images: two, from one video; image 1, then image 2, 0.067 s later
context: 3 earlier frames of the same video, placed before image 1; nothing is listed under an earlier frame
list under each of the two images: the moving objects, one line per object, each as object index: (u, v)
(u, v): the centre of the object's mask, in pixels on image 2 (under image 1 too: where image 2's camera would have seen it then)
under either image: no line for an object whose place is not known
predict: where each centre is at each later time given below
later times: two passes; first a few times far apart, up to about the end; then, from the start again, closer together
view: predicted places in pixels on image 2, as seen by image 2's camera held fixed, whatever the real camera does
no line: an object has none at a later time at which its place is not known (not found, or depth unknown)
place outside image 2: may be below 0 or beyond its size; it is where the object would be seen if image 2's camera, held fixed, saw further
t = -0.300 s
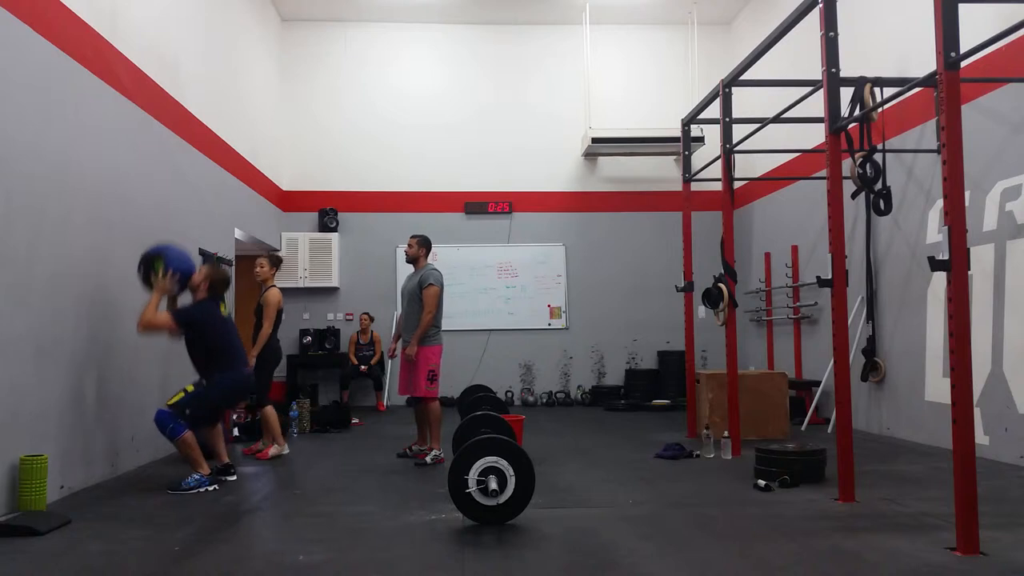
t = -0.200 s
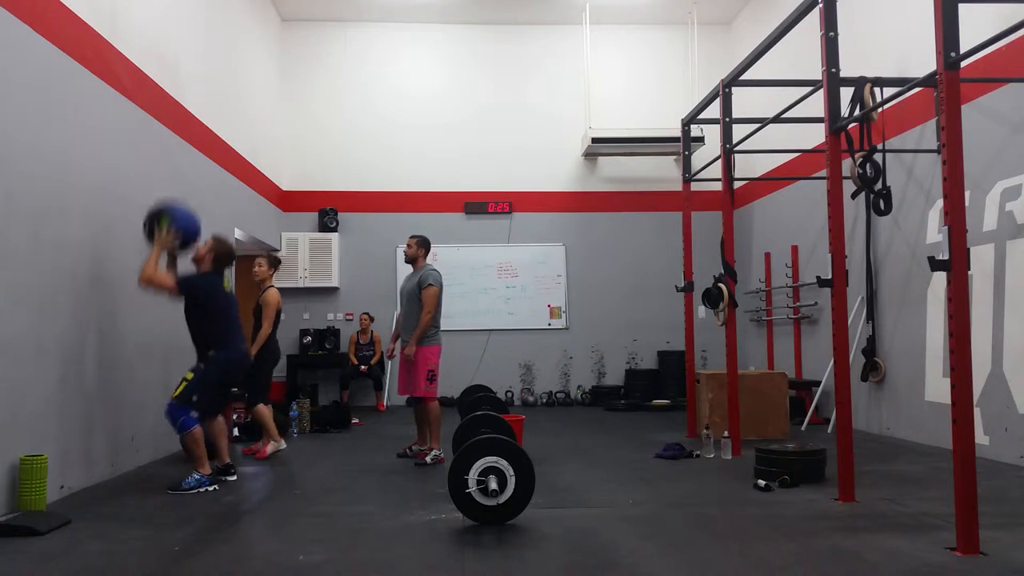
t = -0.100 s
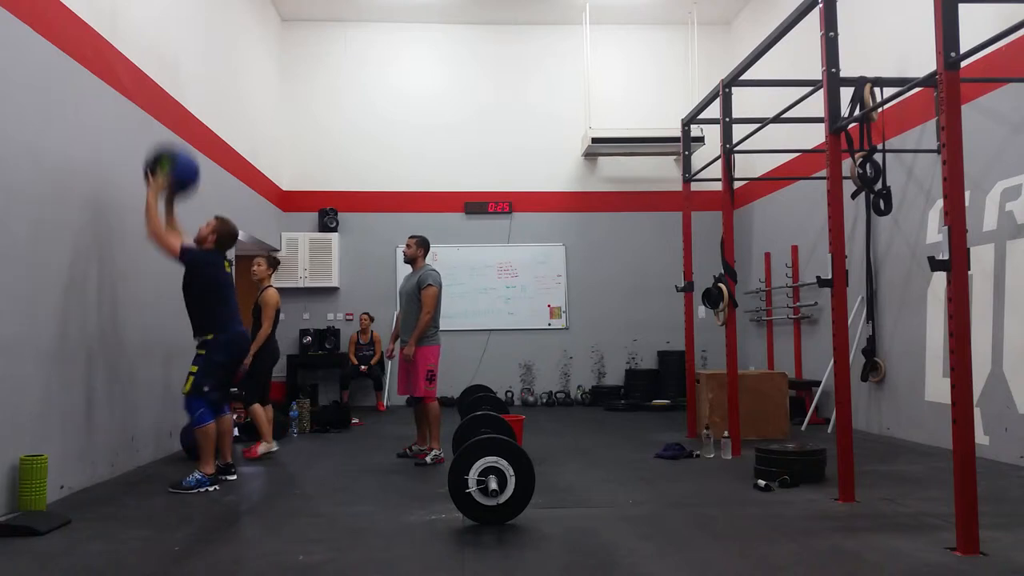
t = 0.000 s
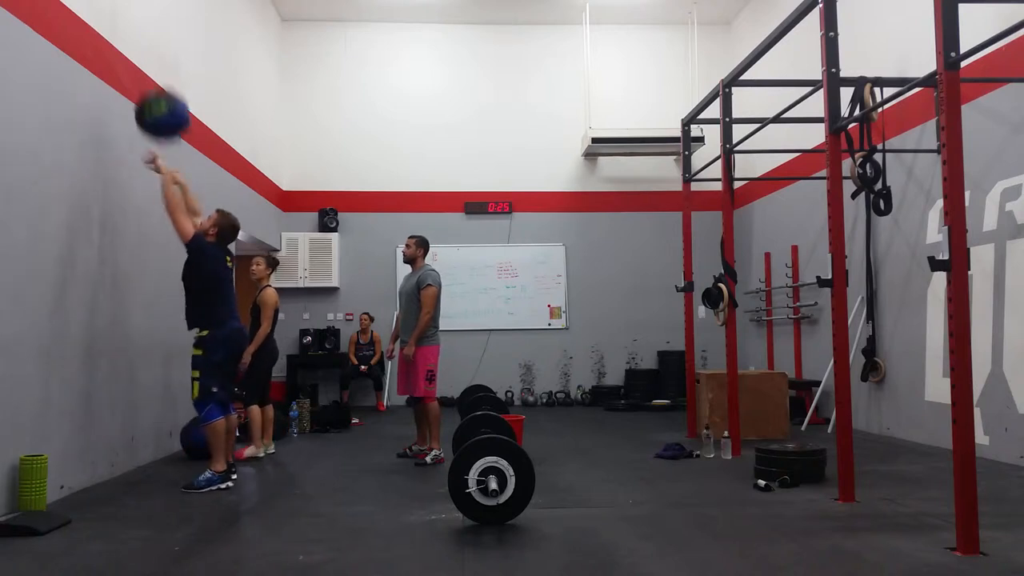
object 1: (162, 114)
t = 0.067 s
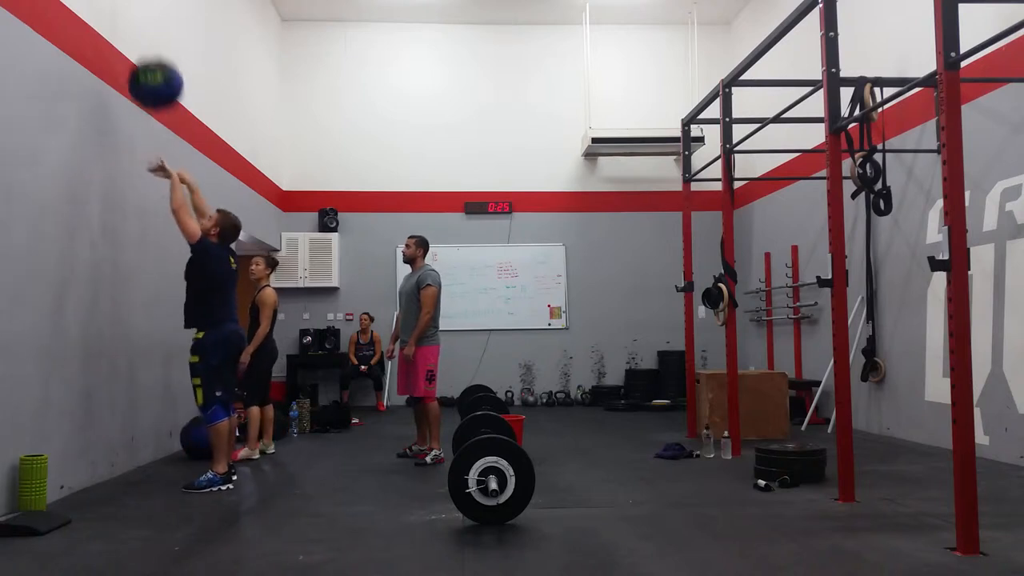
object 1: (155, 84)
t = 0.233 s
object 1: (138, 32)
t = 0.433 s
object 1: (127, 24)
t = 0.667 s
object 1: (143, 88)
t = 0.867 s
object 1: (155, 209)
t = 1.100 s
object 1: (166, 436)
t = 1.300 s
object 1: (167, 397)
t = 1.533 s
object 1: (159, 368)
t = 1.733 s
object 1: (151, 407)
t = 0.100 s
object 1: (152, 70)
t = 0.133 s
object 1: (148, 58)
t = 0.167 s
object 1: (145, 48)
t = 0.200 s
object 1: (141, 39)
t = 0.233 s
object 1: (138, 32)
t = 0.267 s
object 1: (134, 26)
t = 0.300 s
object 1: (131, 23)
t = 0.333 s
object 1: (127, 21)
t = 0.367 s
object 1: (124, 21)
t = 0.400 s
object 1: (125, 22)
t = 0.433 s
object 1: (127, 24)
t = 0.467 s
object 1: (130, 27)
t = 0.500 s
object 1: (132, 33)
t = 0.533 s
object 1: (134, 41)
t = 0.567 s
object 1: (136, 50)
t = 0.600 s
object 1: (138, 61)
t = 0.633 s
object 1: (141, 73)
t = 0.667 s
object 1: (143, 88)
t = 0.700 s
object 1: (145, 104)
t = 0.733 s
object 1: (146, 122)
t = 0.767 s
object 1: (148, 141)
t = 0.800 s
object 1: (150, 161)
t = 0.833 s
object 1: (153, 184)
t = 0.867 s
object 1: (155, 209)
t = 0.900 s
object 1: (157, 235)
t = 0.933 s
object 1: (159, 264)
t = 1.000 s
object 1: (164, 327)
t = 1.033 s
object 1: (166, 359)
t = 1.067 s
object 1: (168, 396)
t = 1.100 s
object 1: (166, 436)
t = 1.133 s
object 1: (171, 463)
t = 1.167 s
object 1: (171, 448)
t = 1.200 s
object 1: (169, 433)
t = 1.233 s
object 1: (169, 419)
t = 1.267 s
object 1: (168, 408)
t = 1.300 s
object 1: (167, 397)
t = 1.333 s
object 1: (166, 388)
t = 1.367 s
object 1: (165, 381)
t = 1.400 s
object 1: (164, 375)
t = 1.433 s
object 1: (163, 371)
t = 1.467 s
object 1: (162, 368)
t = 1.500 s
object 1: (160, 367)
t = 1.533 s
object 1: (159, 368)
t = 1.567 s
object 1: (158, 370)
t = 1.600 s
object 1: (156, 374)
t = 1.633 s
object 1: (155, 380)
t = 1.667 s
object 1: (154, 387)
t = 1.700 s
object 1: (152, 396)
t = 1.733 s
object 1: (151, 407)
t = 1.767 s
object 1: (149, 420)
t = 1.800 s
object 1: (147, 434)
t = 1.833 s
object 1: (147, 451)
